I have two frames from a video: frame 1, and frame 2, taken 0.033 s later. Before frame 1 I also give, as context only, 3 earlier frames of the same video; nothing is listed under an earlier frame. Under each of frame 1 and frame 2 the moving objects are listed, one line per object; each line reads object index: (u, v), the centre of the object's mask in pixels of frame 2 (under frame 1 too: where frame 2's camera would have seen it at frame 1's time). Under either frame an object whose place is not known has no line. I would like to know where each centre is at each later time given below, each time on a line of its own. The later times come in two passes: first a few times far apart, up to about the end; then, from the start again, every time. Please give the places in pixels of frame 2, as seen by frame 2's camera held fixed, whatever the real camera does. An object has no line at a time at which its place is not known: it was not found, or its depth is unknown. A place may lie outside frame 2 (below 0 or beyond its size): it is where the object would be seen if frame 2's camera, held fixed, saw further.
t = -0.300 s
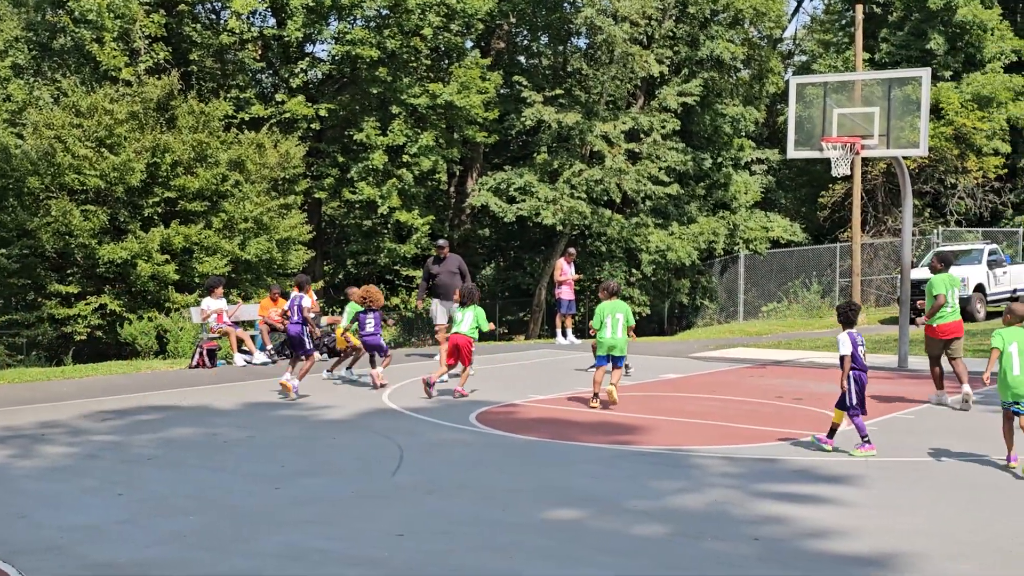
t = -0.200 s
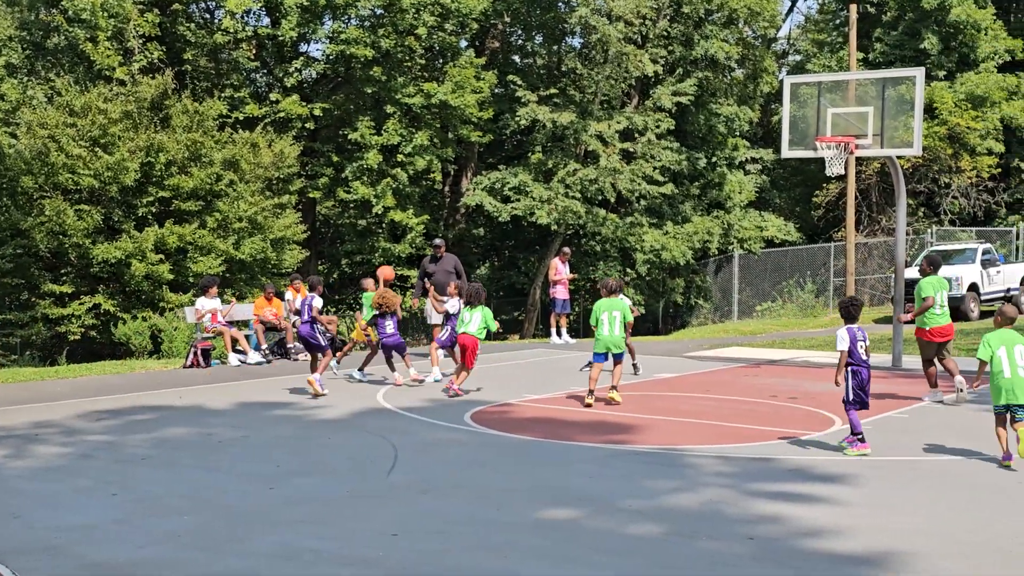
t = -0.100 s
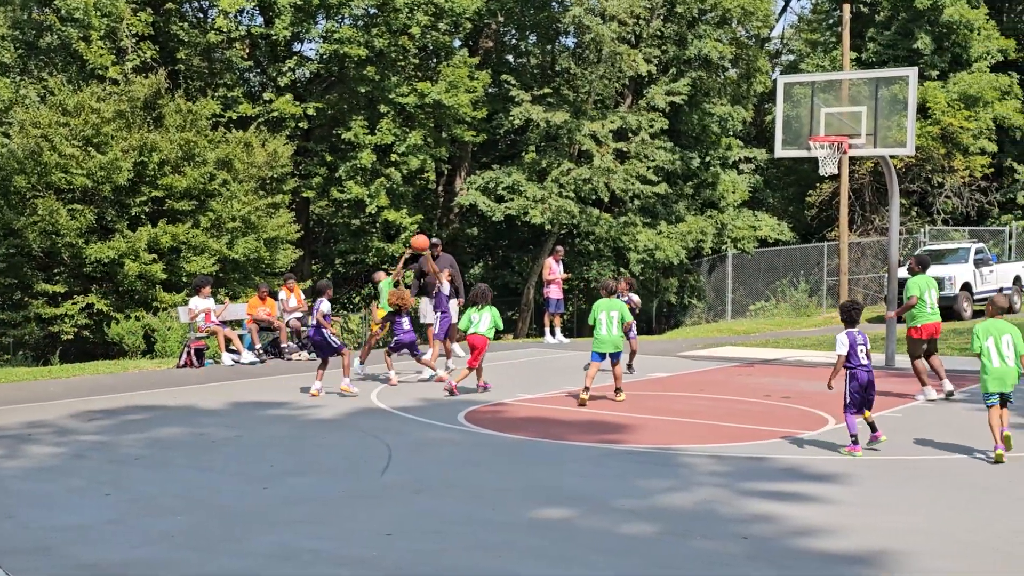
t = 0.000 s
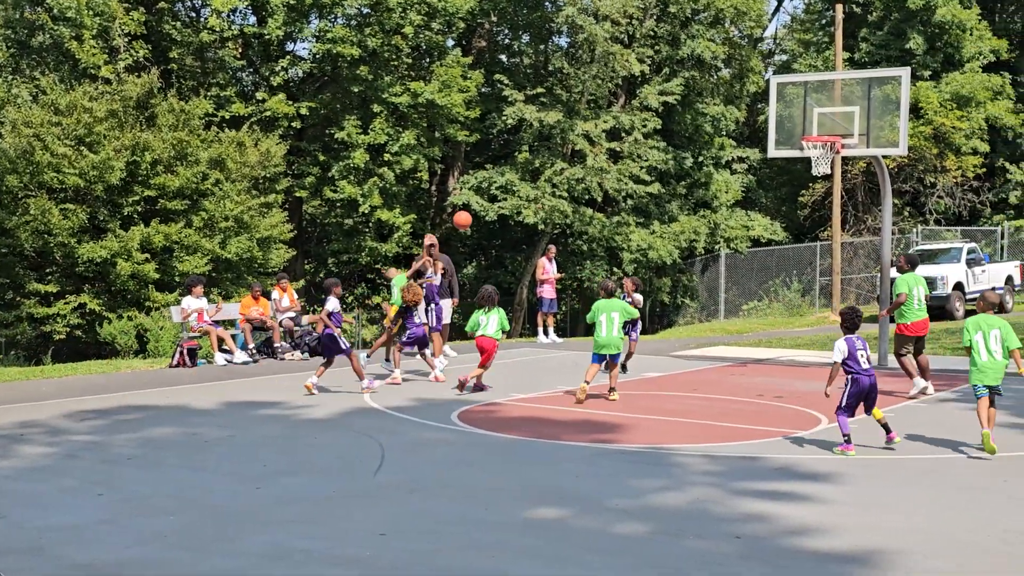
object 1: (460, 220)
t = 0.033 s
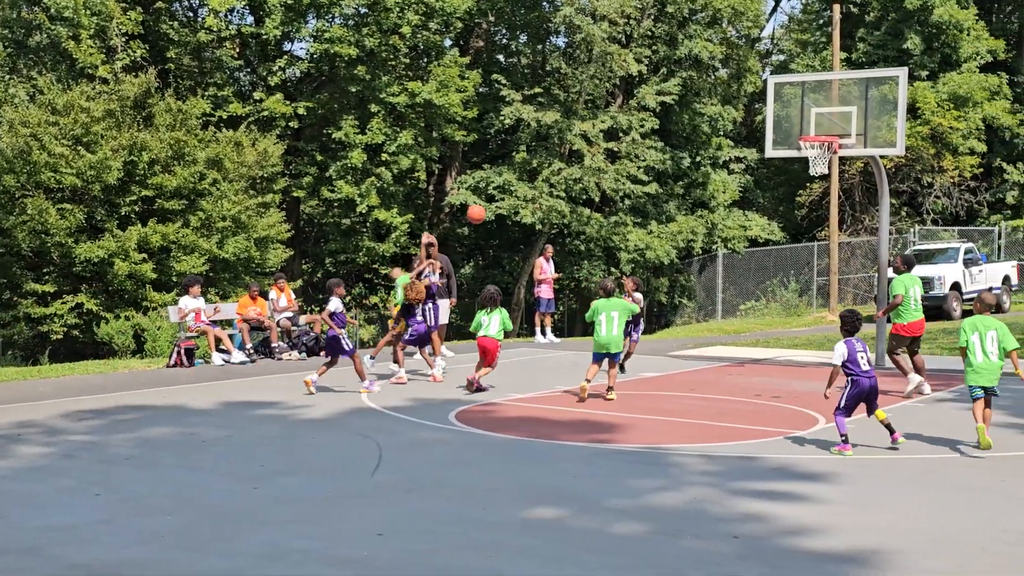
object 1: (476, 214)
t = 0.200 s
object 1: (559, 197)
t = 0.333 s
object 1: (624, 201)
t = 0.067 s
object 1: (492, 209)
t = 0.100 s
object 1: (509, 205)
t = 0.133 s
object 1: (525, 201)
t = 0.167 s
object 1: (542, 199)
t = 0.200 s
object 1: (559, 197)
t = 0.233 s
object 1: (575, 196)
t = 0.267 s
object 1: (592, 197)
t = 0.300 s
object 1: (608, 198)
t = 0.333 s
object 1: (624, 201)
